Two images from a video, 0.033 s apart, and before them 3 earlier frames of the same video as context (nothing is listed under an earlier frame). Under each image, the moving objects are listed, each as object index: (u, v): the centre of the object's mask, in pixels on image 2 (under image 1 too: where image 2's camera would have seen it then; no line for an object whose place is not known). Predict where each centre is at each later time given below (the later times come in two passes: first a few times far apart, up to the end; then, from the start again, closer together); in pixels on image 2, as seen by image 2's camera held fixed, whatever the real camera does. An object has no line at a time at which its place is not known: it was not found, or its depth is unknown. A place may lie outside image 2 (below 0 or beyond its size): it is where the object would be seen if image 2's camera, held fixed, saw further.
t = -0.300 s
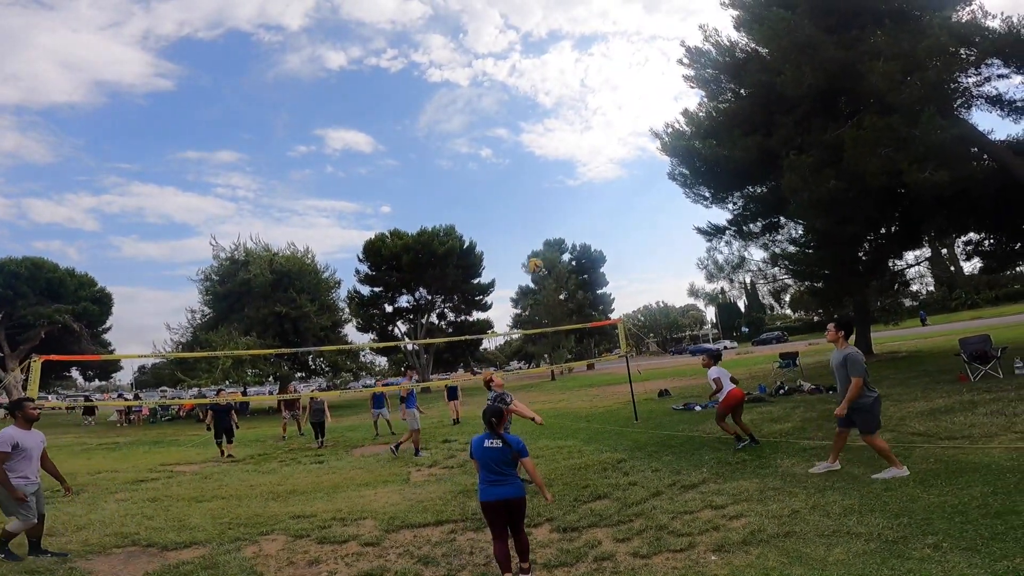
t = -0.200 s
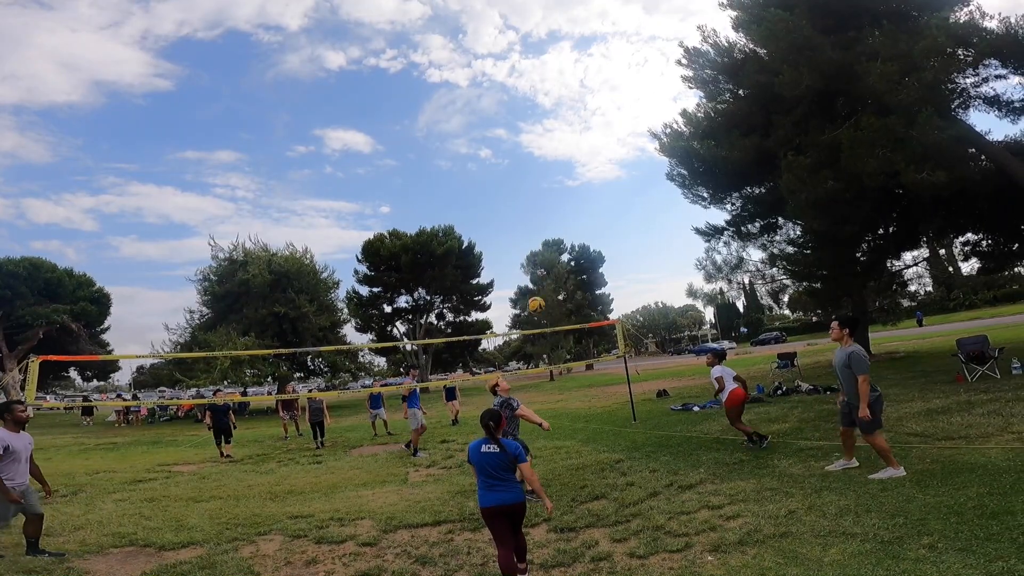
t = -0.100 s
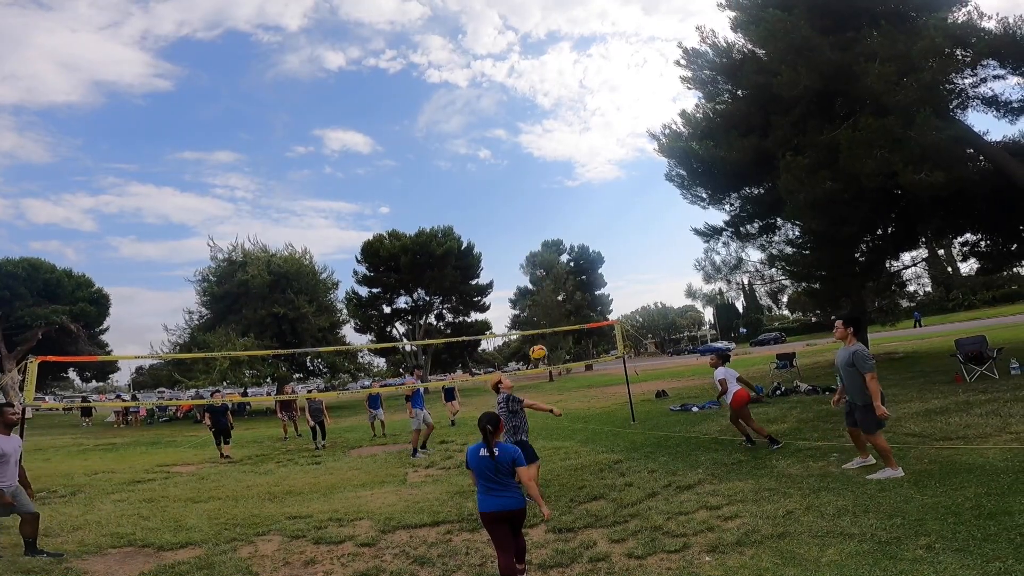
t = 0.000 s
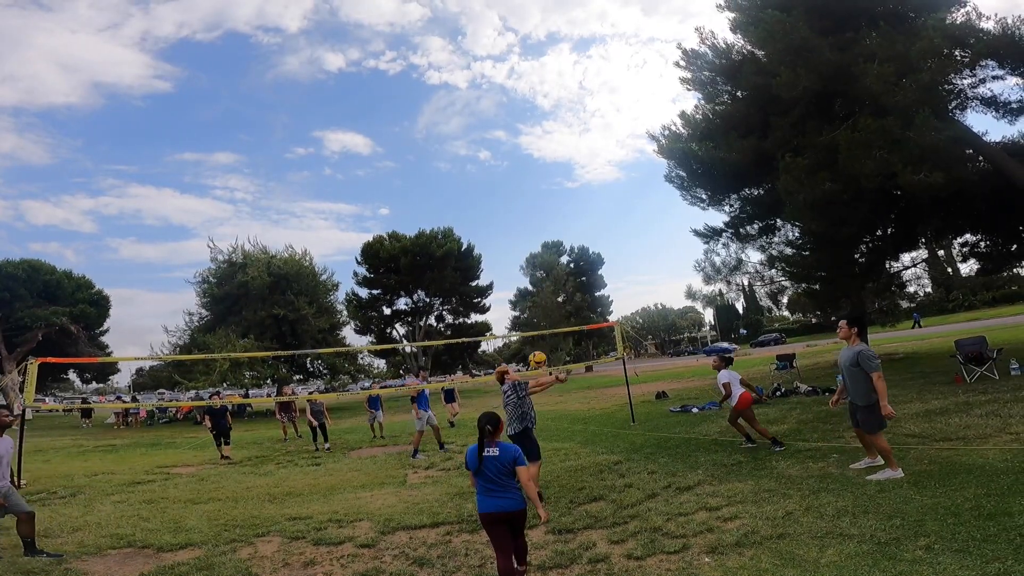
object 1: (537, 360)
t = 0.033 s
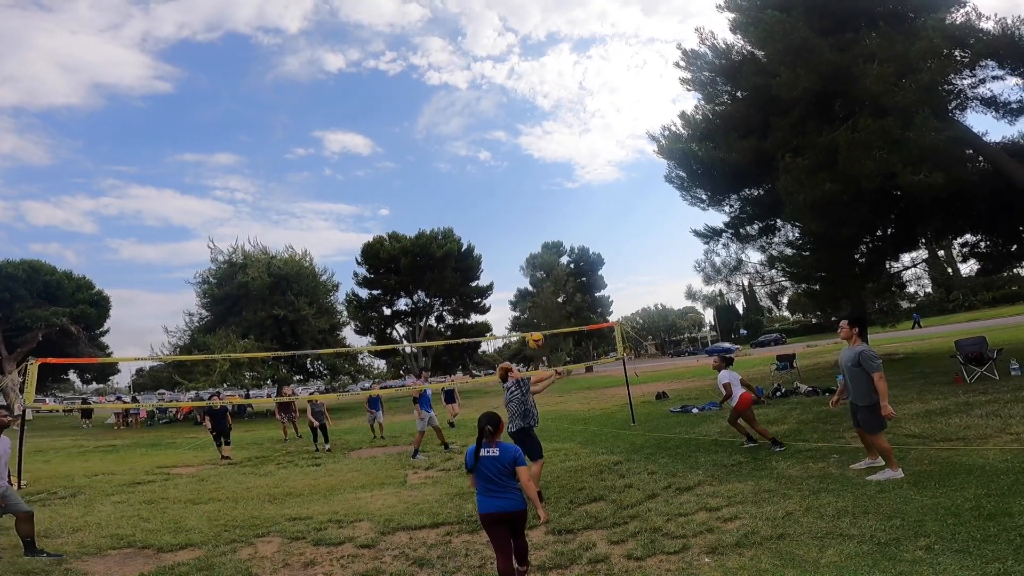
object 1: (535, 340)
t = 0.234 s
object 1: (520, 247)
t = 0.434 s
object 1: (511, 199)
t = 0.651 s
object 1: (507, 179)
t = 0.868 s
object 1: (506, 184)
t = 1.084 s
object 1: (508, 210)
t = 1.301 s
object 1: (514, 260)
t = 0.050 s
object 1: (533, 330)
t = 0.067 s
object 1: (532, 321)
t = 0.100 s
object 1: (529, 303)
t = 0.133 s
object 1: (527, 288)
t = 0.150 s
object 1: (525, 280)
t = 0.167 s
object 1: (524, 273)
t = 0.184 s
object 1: (523, 266)
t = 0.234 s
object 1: (520, 247)
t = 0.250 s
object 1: (519, 242)
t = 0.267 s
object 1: (518, 236)
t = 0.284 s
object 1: (517, 232)
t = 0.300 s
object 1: (516, 227)
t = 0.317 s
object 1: (515, 223)
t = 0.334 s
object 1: (515, 219)
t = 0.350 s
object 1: (514, 215)
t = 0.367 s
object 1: (513, 211)
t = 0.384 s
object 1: (513, 208)
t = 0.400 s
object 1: (512, 205)
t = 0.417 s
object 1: (512, 202)
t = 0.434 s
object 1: (511, 199)
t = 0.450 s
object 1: (511, 196)
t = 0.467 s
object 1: (510, 194)
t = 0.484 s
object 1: (510, 192)
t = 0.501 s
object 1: (509, 190)
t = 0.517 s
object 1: (509, 188)
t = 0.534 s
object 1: (508, 186)
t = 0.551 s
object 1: (508, 185)
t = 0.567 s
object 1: (508, 184)
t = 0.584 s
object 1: (508, 182)
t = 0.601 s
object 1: (507, 181)
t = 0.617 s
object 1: (507, 180)
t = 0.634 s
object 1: (507, 180)
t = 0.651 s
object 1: (507, 179)
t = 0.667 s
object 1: (506, 179)
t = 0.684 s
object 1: (506, 178)
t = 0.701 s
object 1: (506, 178)
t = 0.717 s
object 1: (506, 178)
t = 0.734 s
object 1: (506, 178)
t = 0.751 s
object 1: (506, 179)
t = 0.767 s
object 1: (506, 179)
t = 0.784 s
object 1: (505, 179)
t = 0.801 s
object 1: (506, 180)
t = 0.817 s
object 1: (506, 181)
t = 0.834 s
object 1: (506, 182)
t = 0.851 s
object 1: (506, 183)
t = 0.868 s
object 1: (506, 184)
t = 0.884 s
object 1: (506, 185)
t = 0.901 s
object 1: (506, 187)
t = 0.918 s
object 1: (506, 188)
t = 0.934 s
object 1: (506, 190)
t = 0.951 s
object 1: (506, 191)
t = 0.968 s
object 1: (506, 193)
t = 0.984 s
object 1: (507, 195)
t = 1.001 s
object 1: (507, 198)
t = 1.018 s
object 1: (507, 200)
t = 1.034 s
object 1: (507, 202)
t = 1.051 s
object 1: (508, 205)
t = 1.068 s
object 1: (508, 208)
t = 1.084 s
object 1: (508, 210)
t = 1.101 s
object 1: (509, 213)
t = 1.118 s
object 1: (509, 217)
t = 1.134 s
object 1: (509, 220)
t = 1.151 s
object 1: (510, 223)
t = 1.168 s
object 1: (510, 227)
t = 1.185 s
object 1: (511, 230)
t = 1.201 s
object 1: (511, 234)
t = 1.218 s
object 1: (512, 238)
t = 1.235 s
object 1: (512, 242)
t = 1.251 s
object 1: (513, 247)
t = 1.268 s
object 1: (513, 251)
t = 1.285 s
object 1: (514, 256)
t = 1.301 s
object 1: (514, 260)
